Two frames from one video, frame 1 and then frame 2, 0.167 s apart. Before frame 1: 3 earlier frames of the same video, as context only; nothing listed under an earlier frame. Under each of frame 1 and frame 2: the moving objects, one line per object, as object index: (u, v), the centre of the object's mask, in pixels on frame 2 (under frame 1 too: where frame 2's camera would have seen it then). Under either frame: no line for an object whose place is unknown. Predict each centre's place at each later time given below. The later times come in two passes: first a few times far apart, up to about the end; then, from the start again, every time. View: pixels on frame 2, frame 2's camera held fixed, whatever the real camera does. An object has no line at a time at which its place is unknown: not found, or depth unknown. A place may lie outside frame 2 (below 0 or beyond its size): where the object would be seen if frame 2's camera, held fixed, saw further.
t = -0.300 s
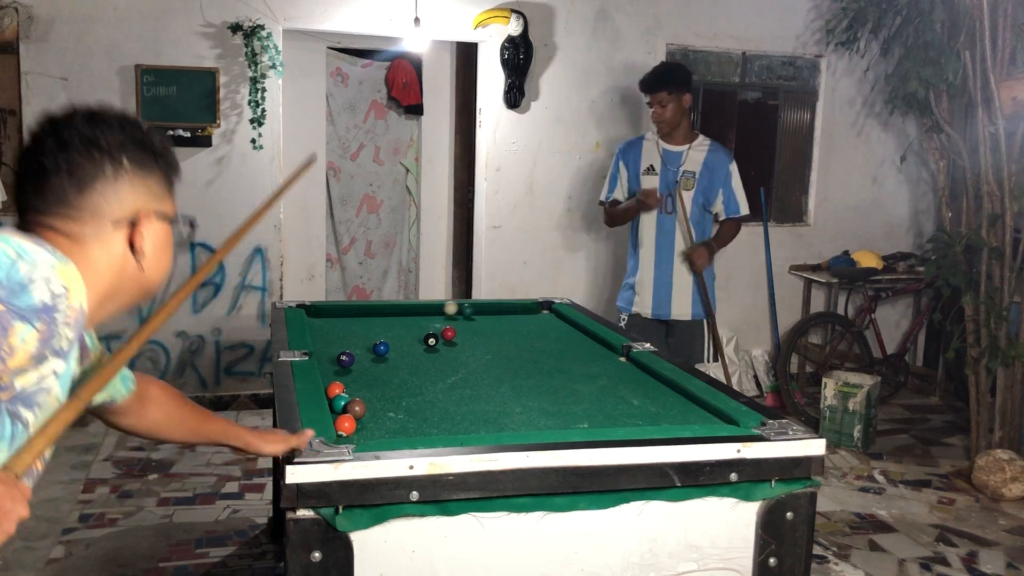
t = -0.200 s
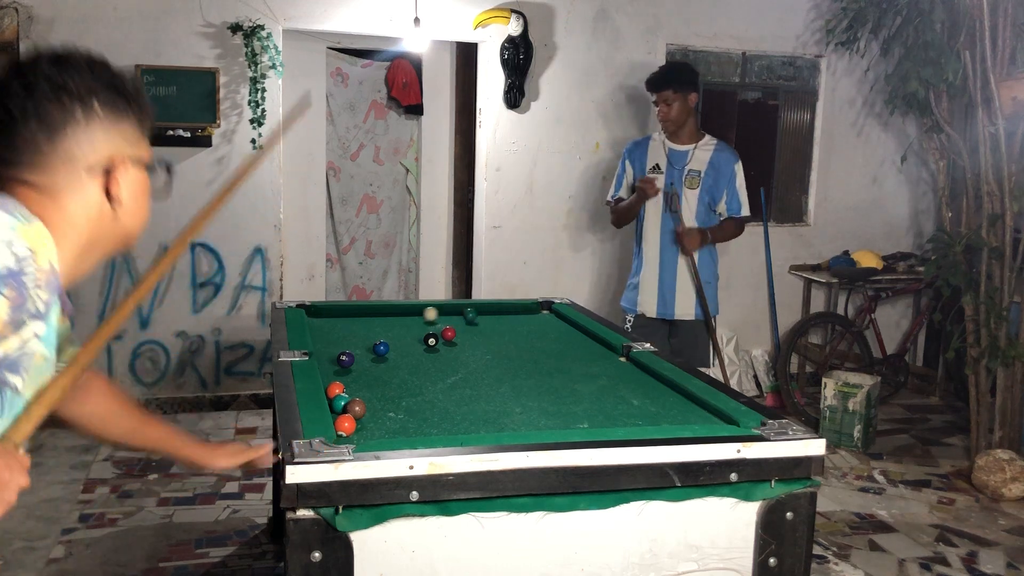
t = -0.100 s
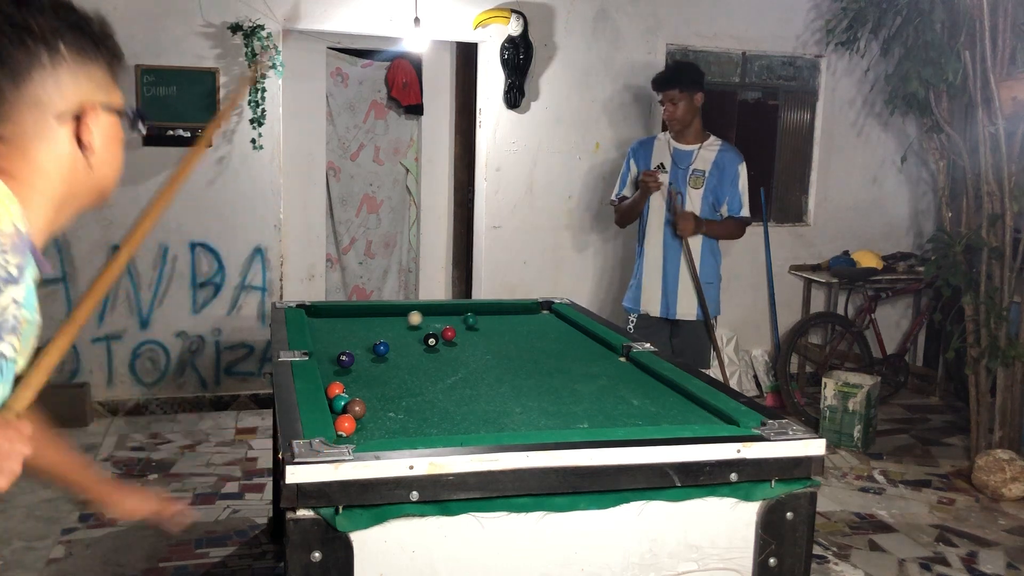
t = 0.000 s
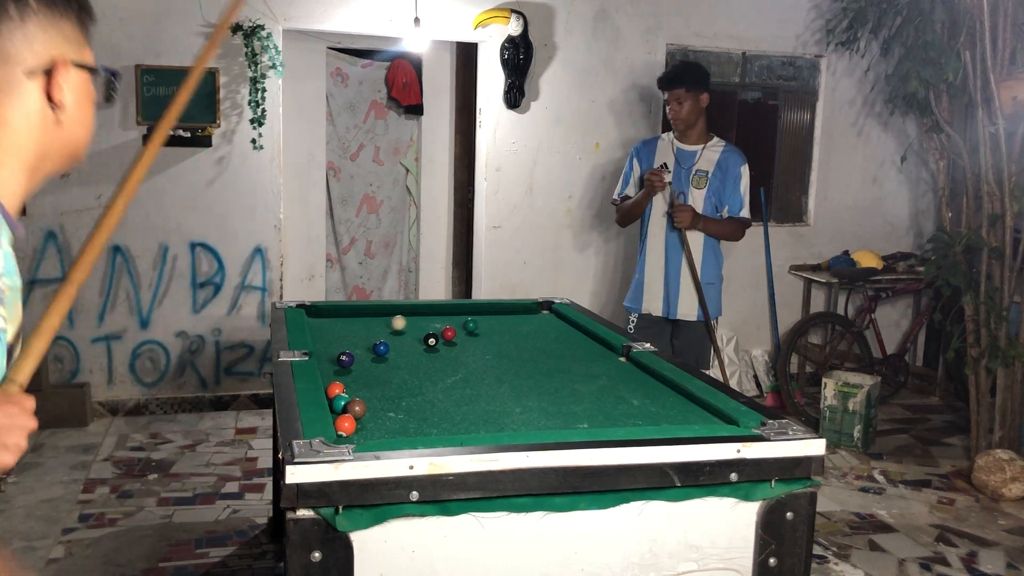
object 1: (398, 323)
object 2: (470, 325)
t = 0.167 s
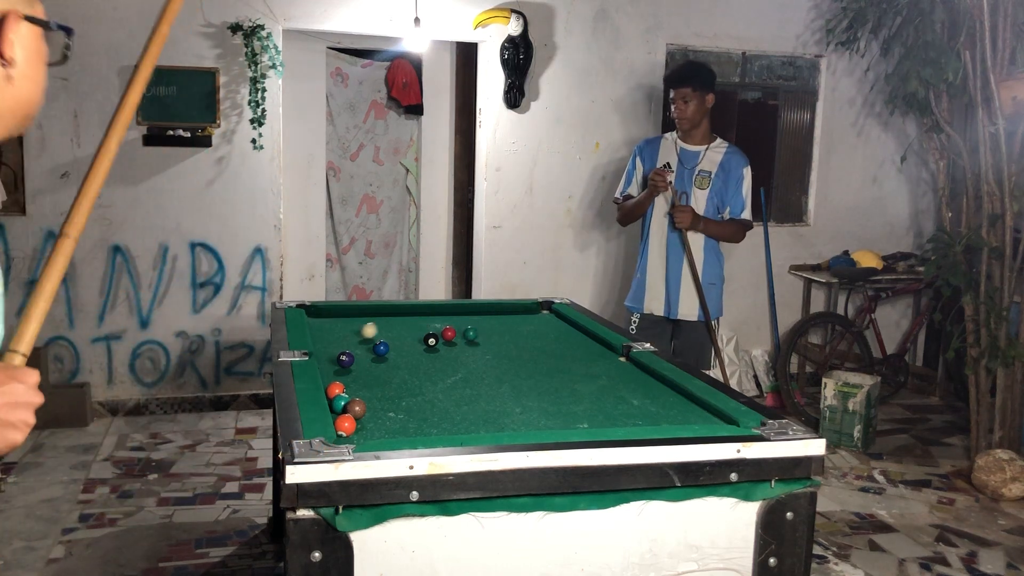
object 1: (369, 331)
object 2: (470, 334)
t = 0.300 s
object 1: (344, 337)
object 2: (470, 342)
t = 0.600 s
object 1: (341, 347)
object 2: (470, 360)
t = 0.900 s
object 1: (378, 359)
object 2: (468, 381)
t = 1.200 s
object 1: (415, 368)
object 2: (467, 405)
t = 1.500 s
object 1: (452, 378)
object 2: (464, 429)
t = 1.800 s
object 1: (488, 389)
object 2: (457, 424)
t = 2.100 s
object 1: (523, 399)
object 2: (449, 410)
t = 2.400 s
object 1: (557, 409)
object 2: (442, 398)
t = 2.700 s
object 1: (589, 418)
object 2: (434, 388)
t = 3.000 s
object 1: (618, 423)
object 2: (428, 379)
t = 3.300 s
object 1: (624, 420)
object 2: (423, 372)
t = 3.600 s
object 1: (625, 417)
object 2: (418, 365)
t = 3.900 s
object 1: (624, 414)
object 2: (415, 360)
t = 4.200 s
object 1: (621, 410)
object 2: (411, 356)
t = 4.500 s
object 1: (617, 407)
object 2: (406, 353)
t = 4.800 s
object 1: (613, 406)
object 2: (401, 350)
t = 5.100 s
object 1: (611, 405)
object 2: (399, 349)
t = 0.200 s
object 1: (363, 332)
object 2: (470, 336)
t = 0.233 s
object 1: (357, 334)
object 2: (470, 338)
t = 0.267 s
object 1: (351, 335)
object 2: (470, 340)
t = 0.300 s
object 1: (344, 337)
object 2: (470, 342)
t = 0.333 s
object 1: (338, 339)
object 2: (470, 343)
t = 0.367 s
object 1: (331, 340)
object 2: (470, 346)
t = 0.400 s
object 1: (324, 342)
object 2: (470, 348)
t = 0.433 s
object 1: (320, 344)
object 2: (470, 350)
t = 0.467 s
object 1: (325, 345)
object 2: (470, 352)
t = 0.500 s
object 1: (329, 346)
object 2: (469, 354)
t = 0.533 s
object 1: (333, 347)
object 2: (470, 356)
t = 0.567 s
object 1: (337, 347)
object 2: (470, 358)
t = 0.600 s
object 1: (341, 347)
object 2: (470, 360)
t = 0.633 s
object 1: (346, 347)
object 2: (469, 362)
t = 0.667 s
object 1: (351, 349)
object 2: (469, 365)
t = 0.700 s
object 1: (355, 351)
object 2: (469, 367)
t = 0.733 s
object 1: (359, 353)
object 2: (469, 369)
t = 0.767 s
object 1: (362, 354)
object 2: (469, 371)
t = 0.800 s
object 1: (366, 355)
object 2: (468, 374)
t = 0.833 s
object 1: (370, 357)
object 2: (469, 376)
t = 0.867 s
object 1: (374, 358)
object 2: (468, 378)
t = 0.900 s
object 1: (378, 359)
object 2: (468, 381)
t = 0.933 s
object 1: (382, 360)
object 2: (468, 383)
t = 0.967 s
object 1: (386, 361)
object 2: (468, 386)
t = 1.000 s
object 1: (391, 362)
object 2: (468, 388)
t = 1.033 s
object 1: (395, 363)
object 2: (467, 391)
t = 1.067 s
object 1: (399, 364)
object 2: (467, 394)
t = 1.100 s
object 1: (403, 365)
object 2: (468, 397)
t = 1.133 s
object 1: (407, 366)
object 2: (467, 399)
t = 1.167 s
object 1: (411, 367)
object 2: (467, 402)
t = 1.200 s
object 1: (415, 368)
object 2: (467, 405)
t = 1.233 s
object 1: (419, 369)
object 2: (466, 408)
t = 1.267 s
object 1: (423, 371)
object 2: (466, 411)
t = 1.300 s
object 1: (427, 372)
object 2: (466, 414)
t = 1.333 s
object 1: (431, 373)
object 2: (466, 417)
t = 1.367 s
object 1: (436, 374)
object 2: (466, 420)
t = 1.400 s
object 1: (440, 375)
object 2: (465, 423)
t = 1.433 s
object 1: (444, 376)
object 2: (465, 425)
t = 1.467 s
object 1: (448, 377)
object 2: (464, 427)
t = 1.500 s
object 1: (452, 378)
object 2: (464, 429)
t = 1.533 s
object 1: (456, 379)
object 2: (464, 431)
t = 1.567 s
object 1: (460, 381)
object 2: (463, 431)
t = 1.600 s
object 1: (464, 382)
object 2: (462, 430)
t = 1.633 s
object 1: (468, 383)
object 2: (462, 429)
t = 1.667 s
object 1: (472, 384)
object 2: (461, 428)
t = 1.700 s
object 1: (476, 385)
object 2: (460, 427)
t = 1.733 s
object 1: (480, 386)
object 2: (459, 426)
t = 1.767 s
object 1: (484, 387)
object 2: (458, 425)
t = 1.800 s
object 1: (488, 389)
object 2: (457, 424)
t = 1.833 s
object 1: (492, 390)
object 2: (456, 423)
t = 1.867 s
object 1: (496, 391)
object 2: (455, 421)
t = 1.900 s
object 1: (500, 392)
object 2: (455, 419)
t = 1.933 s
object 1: (504, 393)
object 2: (454, 418)
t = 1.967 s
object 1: (508, 394)
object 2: (453, 416)
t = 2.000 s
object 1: (512, 395)
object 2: (452, 414)
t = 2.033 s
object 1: (515, 396)
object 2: (451, 413)
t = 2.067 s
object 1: (519, 398)
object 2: (451, 412)
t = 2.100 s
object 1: (523, 399)
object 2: (449, 410)
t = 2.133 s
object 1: (527, 400)
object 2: (448, 409)
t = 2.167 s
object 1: (531, 401)
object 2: (447, 407)
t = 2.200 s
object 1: (534, 402)
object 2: (447, 406)
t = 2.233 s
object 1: (538, 403)
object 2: (446, 404)
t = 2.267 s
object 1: (542, 404)
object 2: (445, 403)
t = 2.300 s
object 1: (546, 406)
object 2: (444, 402)
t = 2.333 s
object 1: (549, 407)
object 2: (444, 400)
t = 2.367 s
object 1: (553, 408)
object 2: (443, 399)
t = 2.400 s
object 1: (557, 409)
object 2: (442, 398)
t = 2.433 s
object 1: (561, 410)
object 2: (441, 396)
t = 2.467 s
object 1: (564, 411)
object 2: (440, 395)
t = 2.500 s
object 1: (568, 412)
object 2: (439, 394)
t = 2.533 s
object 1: (571, 413)
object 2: (438, 393)
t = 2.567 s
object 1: (575, 414)
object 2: (437, 392)
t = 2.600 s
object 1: (579, 416)
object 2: (437, 390)
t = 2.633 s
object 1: (582, 417)
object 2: (436, 389)
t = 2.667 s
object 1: (585, 418)
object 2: (435, 388)
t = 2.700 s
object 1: (589, 418)
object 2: (434, 388)
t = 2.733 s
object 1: (592, 419)
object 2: (434, 387)
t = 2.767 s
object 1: (596, 420)
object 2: (433, 385)
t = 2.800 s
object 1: (599, 420)
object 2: (432, 384)
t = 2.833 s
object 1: (602, 421)
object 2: (431, 383)
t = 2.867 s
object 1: (606, 421)
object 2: (431, 382)
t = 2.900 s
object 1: (609, 422)
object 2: (430, 382)
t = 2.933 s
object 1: (612, 422)
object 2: (430, 381)
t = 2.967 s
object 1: (615, 422)
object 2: (429, 379)
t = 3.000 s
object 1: (618, 423)
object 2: (428, 379)
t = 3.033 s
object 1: (621, 423)
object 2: (427, 378)
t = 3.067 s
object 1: (622, 423)
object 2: (427, 377)
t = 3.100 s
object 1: (622, 422)
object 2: (426, 376)
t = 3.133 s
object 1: (622, 422)
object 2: (426, 375)
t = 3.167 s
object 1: (622, 422)
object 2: (425, 375)
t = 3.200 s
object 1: (623, 421)
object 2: (424, 374)
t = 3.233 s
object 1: (623, 421)
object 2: (424, 373)
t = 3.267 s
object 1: (623, 421)
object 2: (423, 372)
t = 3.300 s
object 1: (624, 420)
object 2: (423, 372)
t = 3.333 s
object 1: (624, 420)
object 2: (422, 371)
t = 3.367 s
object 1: (624, 420)
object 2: (422, 370)
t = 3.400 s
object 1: (624, 419)
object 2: (421, 369)
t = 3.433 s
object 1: (624, 419)
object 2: (420, 369)
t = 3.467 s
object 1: (624, 419)
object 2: (420, 368)
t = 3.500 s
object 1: (625, 418)
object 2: (419, 367)
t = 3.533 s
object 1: (625, 418)
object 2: (419, 367)
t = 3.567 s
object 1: (625, 418)
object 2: (419, 366)
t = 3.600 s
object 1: (625, 417)
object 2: (418, 365)
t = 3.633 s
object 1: (625, 417)
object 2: (417, 365)
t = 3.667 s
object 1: (625, 416)
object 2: (417, 364)
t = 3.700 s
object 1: (625, 416)
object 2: (417, 364)
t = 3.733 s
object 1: (625, 416)
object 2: (417, 363)
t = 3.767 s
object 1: (625, 415)
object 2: (416, 362)
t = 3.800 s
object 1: (624, 415)
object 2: (415, 362)
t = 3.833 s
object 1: (624, 414)
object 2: (415, 361)
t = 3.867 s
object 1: (624, 414)
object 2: (415, 361)
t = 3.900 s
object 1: (624, 414)
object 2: (415, 360)
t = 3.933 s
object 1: (624, 413)
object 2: (414, 360)
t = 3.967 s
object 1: (623, 413)
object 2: (413, 359)
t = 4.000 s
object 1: (623, 412)
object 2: (413, 359)
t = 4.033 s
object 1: (623, 412)
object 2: (413, 358)
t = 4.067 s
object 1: (622, 412)
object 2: (413, 358)
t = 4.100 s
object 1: (622, 411)
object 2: (413, 357)
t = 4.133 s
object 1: (622, 411)
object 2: (412, 357)
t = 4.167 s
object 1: (622, 410)
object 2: (412, 357)
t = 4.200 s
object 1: (621, 410)
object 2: (411, 356)
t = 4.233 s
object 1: (621, 410)
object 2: (411, 356)
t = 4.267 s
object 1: (620, 409)
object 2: (410, 355)
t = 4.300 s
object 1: (620, 409)
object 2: (410, 355)
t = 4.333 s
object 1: (619, 409)
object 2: (408, 355)
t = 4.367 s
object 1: (619, 408)
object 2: (408, 354)
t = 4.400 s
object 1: (619, 408)
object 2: (407, 354)
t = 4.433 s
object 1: (618, 408)
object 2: (407, 354)
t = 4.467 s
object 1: (618, 408)
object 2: (406, 353)
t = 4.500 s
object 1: (617, 407)
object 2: (406, 353)
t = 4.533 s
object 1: (616, 407)
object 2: (405, 352)
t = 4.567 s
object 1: (616, 407)
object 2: (405, 352)
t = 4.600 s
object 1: (616, 407)
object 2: (404, 352)
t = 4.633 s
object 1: (615, 407)
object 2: (404, 352)
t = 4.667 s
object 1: (614, 406)
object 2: (403, 351)
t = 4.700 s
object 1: (614, 406)
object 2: (403, 351)
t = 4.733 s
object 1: (614, 406)
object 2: (402, 351)
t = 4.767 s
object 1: (613, 406)
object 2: (402, 351)
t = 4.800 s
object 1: (613, 406)
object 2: (401, 350)
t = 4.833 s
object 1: (612, 406)
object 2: (401, 350)
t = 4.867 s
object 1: (612, 406)
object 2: (401, 350)
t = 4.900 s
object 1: (612, 405)
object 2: (400, 350)
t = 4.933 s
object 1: (612, 405)
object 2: (400, 350)
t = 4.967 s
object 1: (611, 405)
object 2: (399, 350)
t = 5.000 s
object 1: (611, 405)
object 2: (399, 349)
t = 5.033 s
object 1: (611, 405)
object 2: (399, 349)
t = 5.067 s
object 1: (611, 405)
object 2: (399, 349)
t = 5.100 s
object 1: (611, 405)
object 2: (399, 349)
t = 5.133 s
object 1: (611, 405)
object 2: (398, 349)
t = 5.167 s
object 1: (611, 405)
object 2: (398, 349)
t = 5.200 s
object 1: (611, 405)
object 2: (398, 349)
